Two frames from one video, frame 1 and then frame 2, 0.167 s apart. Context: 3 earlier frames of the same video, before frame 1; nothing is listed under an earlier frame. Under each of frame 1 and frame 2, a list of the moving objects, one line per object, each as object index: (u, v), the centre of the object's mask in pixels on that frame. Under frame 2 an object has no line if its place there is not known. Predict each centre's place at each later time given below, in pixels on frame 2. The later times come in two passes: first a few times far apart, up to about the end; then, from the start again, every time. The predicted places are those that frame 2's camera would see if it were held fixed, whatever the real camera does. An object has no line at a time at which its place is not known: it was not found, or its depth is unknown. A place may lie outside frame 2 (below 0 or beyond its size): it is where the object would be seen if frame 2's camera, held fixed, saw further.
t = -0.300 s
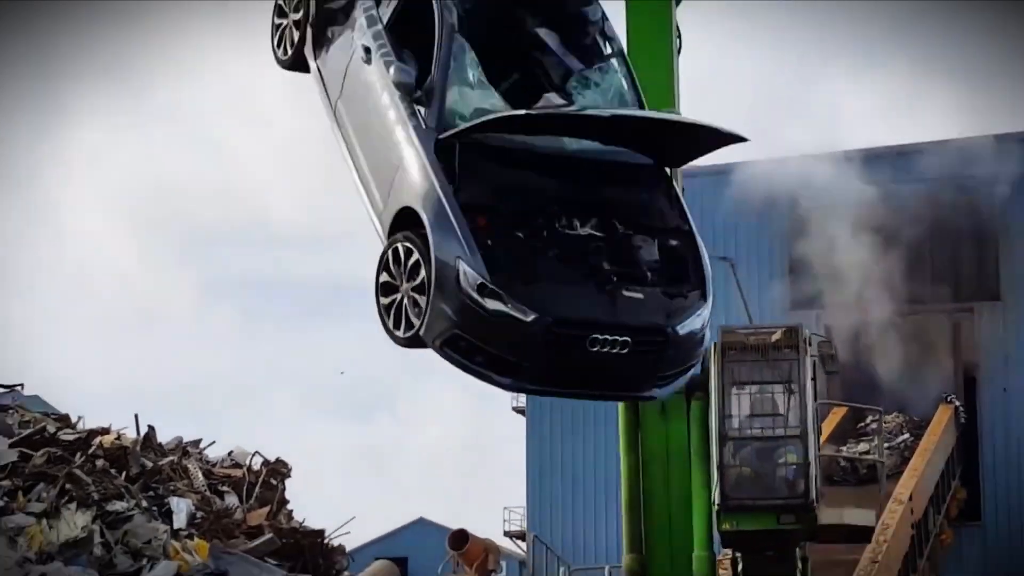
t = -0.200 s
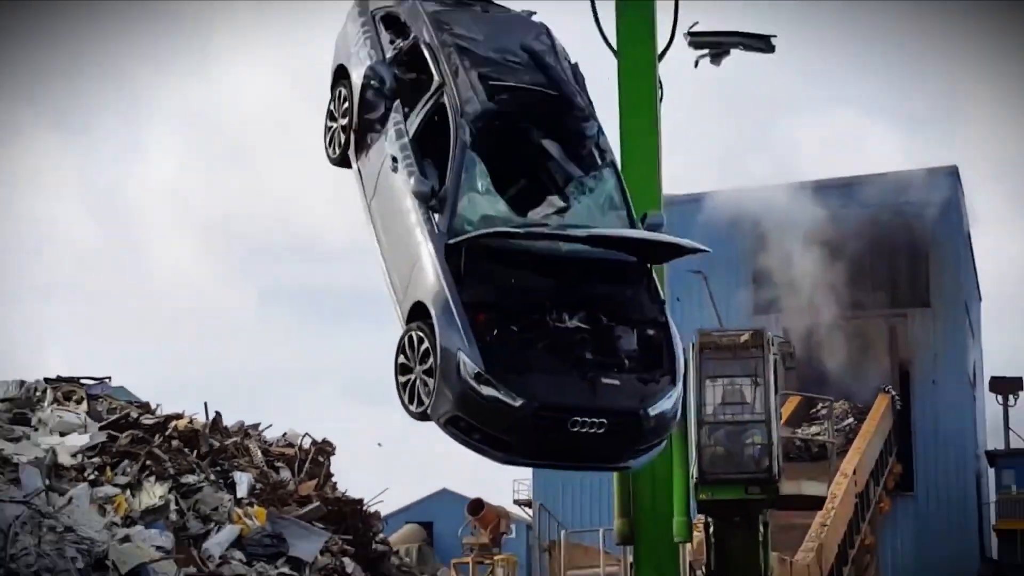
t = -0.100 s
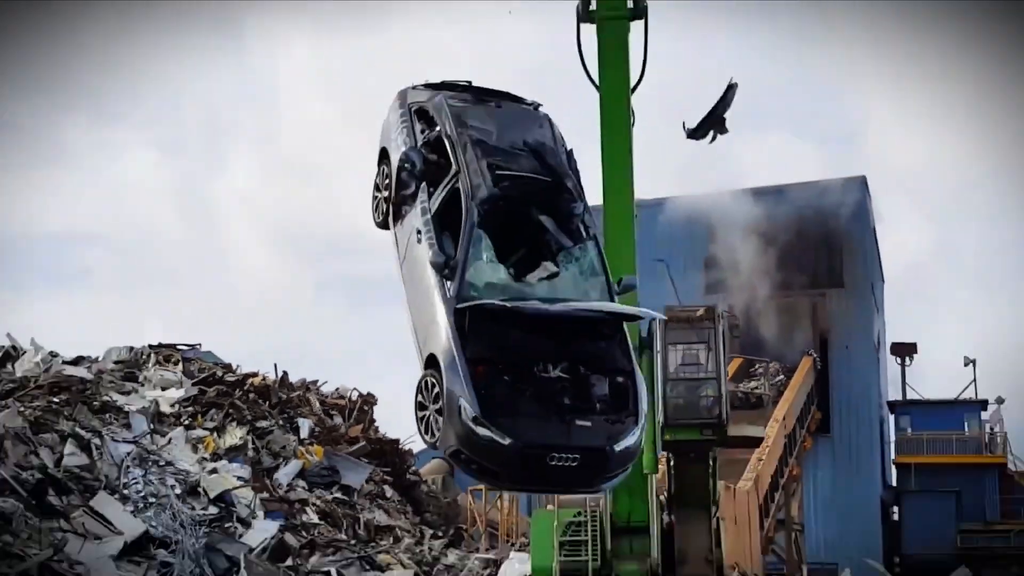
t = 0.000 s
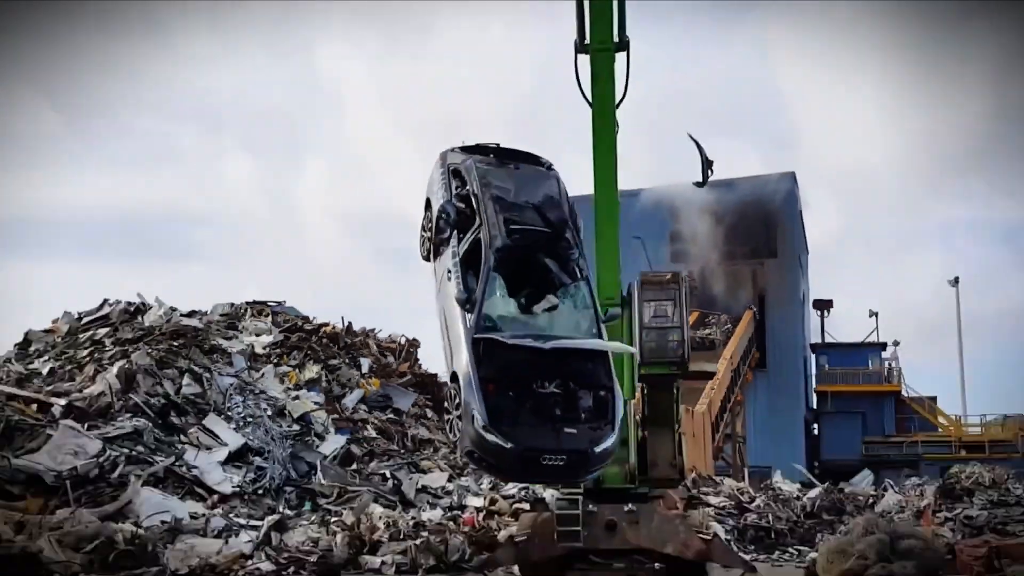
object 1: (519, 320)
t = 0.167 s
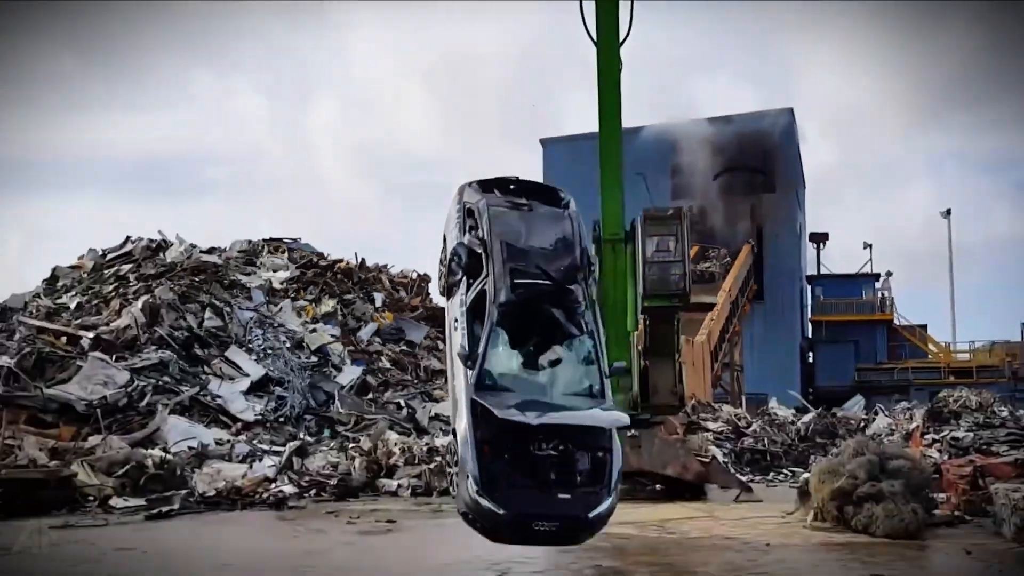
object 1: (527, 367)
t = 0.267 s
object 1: (529, 424)
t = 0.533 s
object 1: (538, 481)
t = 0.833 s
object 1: (554, 509)
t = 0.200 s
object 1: (527, 394)
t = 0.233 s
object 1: (528, 411)
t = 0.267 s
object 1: (529, 424)
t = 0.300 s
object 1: (530, 433)
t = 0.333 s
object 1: (530, 441)
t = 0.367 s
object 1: (531, 450)
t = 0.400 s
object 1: (530, 451)
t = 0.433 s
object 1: (532, 461)
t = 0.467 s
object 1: (532, 467)
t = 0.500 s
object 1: (539, 474)
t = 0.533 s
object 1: (538, 481)
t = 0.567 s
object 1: (537, 492)
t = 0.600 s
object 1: (534, 499)
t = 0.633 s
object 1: (520, 519)
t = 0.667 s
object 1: (541, 514)
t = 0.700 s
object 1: (540, 511)
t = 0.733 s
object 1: (541, 509)
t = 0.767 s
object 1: (541, 508)
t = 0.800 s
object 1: (541, 508)
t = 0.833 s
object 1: (554, 509)
